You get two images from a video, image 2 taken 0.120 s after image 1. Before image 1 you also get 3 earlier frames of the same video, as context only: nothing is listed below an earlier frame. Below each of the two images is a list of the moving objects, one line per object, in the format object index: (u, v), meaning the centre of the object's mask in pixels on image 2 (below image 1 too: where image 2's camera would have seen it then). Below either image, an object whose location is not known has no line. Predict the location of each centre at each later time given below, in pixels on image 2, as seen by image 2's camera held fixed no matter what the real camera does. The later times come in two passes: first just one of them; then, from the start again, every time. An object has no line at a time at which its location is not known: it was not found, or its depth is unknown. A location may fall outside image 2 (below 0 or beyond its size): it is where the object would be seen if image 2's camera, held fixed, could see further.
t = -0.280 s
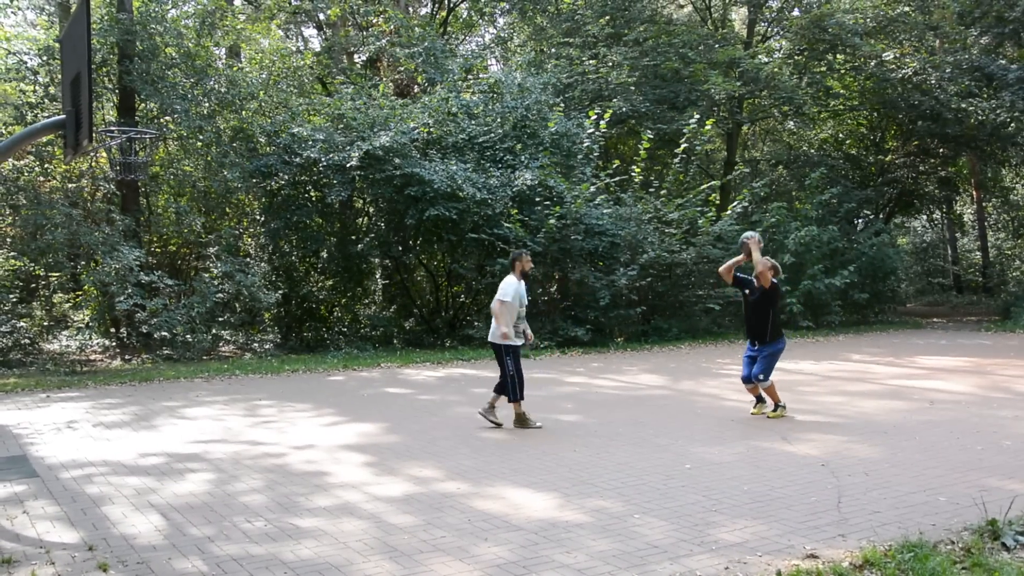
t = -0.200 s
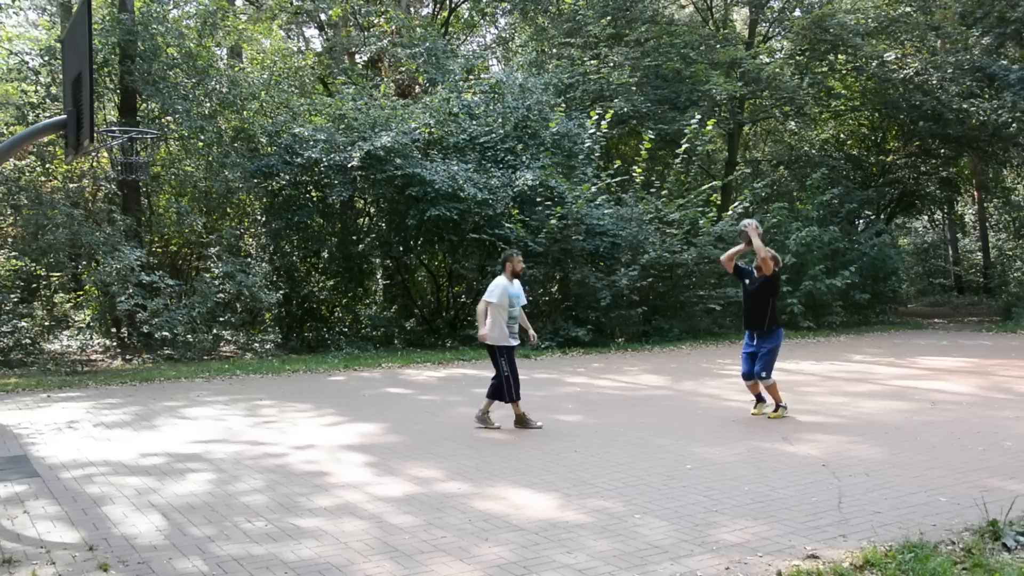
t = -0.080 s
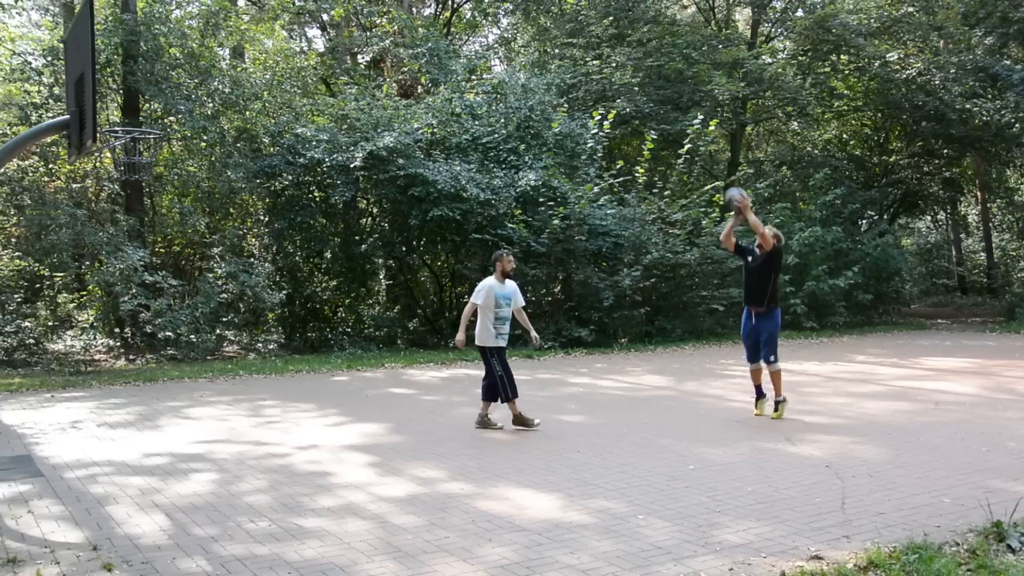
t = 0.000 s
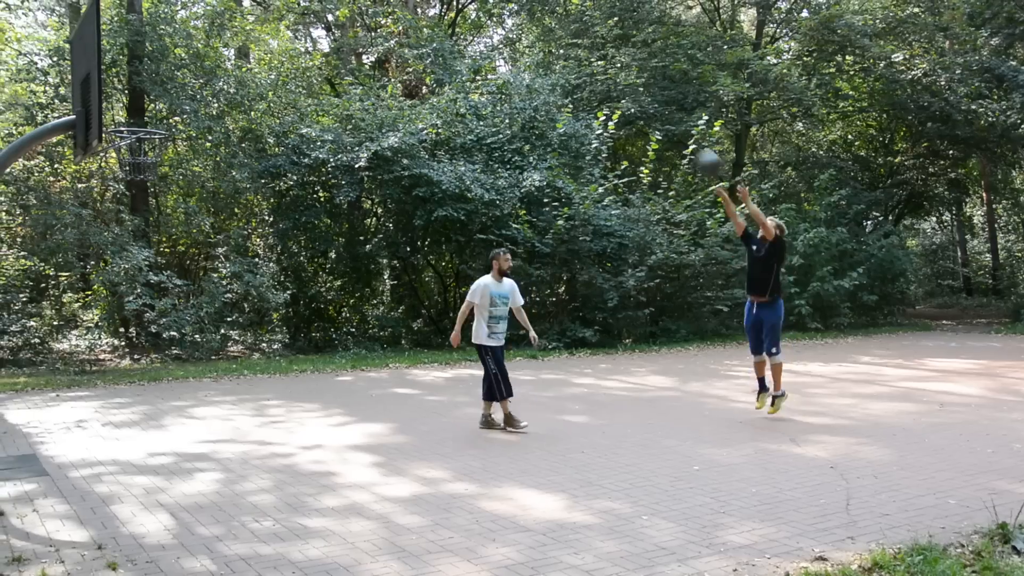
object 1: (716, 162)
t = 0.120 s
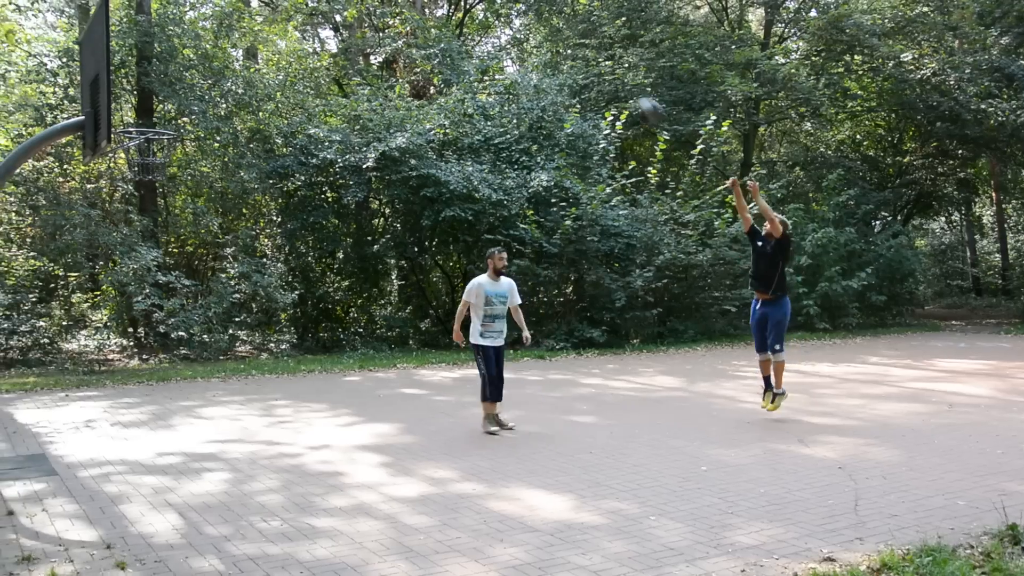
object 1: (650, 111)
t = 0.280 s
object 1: (555, 62)
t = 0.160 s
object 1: (625, 97)
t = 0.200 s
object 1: (604, 84)
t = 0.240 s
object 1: (580, 72)
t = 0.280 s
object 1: (555, 62)
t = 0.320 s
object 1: (530, 52)
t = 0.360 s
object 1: (508, 45)
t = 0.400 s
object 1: (481, 38)
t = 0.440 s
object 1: (457, 37)
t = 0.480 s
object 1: (432, 38)
